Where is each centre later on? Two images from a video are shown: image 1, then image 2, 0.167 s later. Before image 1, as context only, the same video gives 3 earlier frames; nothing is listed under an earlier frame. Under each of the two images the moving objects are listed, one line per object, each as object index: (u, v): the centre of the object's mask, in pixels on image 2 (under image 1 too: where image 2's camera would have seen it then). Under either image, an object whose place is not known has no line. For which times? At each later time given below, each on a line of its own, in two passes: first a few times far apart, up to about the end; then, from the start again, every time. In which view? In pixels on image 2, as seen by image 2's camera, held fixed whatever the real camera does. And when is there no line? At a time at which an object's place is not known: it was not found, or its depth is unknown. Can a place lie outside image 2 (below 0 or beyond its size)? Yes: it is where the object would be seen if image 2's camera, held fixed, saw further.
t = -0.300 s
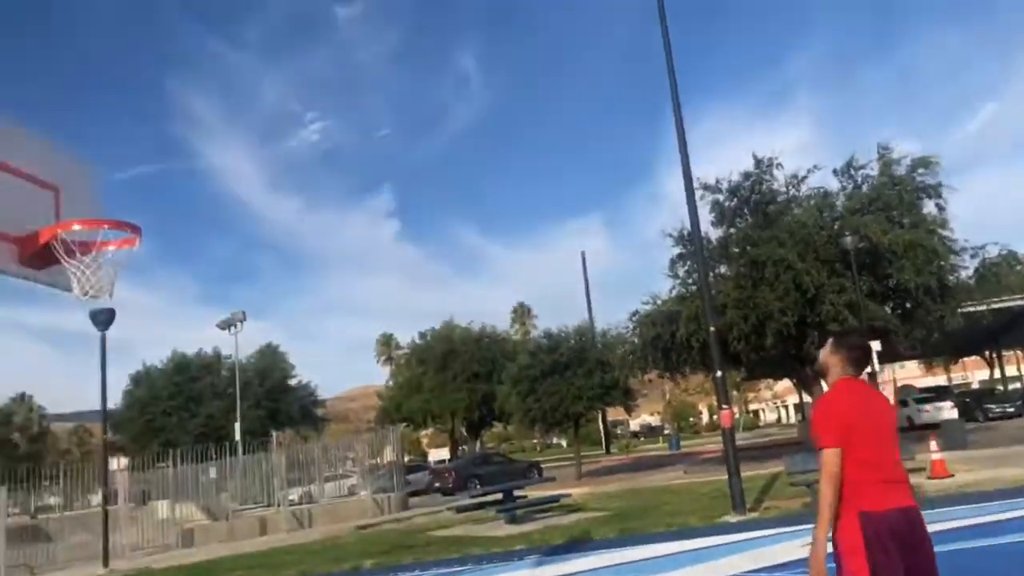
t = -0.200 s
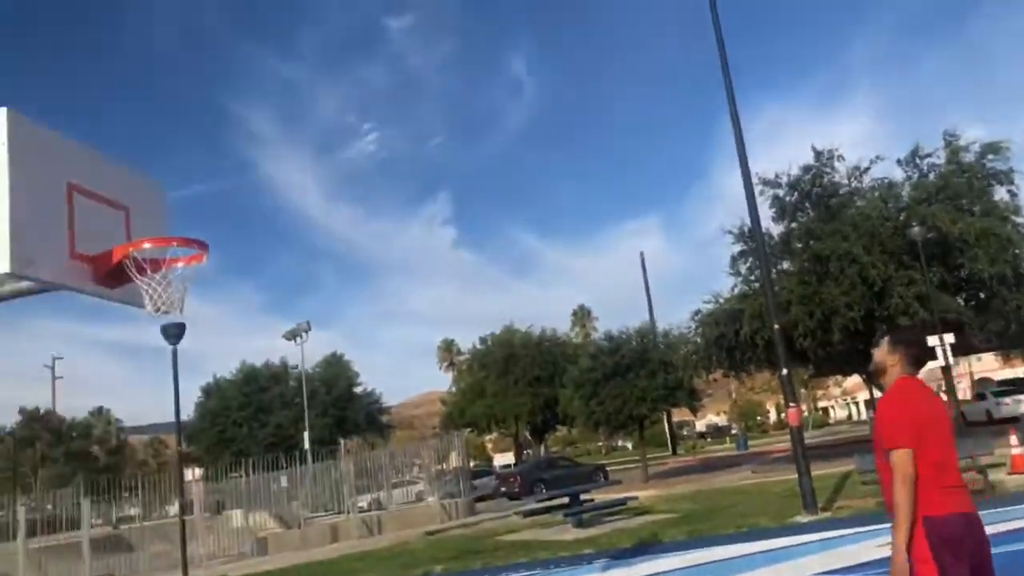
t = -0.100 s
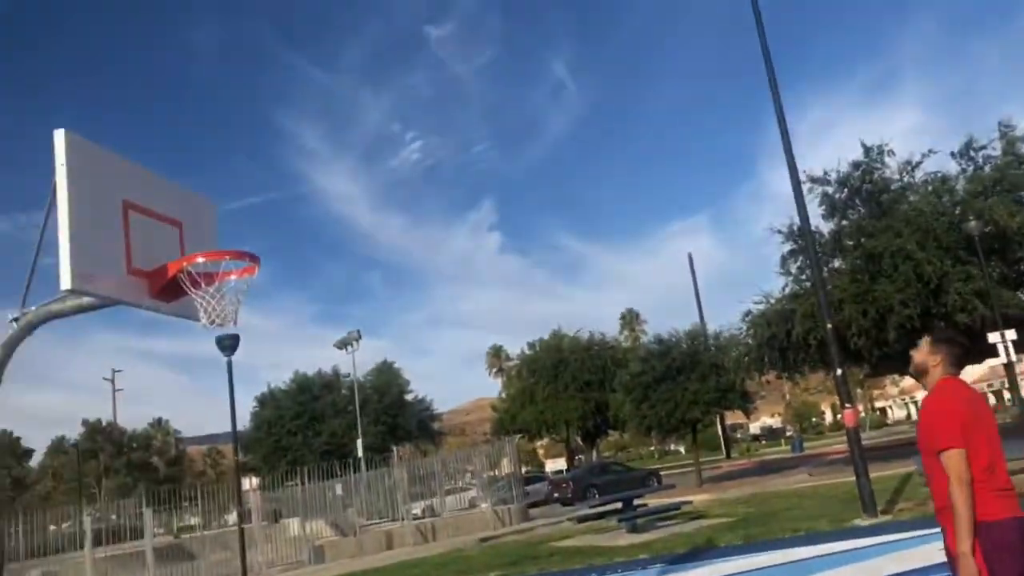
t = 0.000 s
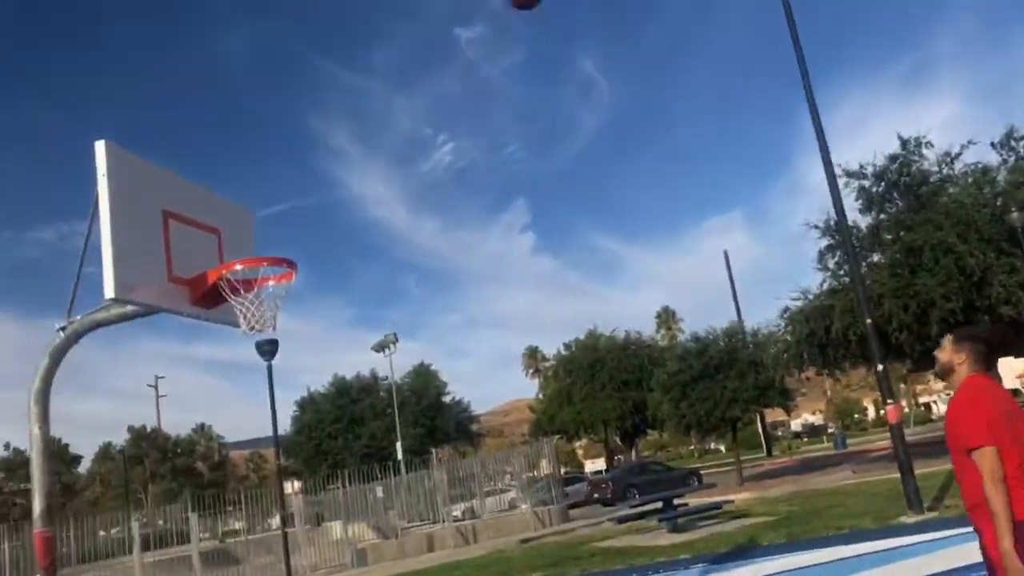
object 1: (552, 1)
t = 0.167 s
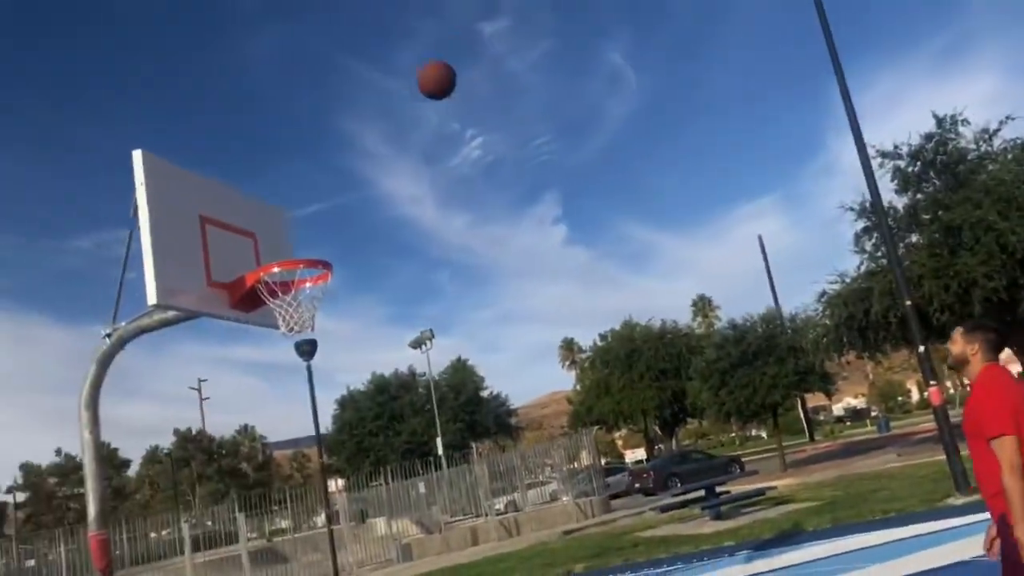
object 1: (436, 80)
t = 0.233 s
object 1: (395, 129)
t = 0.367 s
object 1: (316, 236)
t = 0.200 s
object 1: (416, 103)
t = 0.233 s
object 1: (395, 129)
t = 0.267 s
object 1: (373, 152)
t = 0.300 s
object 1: (354, 179)
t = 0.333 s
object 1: (335, 207)
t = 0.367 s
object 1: (316, 236)
